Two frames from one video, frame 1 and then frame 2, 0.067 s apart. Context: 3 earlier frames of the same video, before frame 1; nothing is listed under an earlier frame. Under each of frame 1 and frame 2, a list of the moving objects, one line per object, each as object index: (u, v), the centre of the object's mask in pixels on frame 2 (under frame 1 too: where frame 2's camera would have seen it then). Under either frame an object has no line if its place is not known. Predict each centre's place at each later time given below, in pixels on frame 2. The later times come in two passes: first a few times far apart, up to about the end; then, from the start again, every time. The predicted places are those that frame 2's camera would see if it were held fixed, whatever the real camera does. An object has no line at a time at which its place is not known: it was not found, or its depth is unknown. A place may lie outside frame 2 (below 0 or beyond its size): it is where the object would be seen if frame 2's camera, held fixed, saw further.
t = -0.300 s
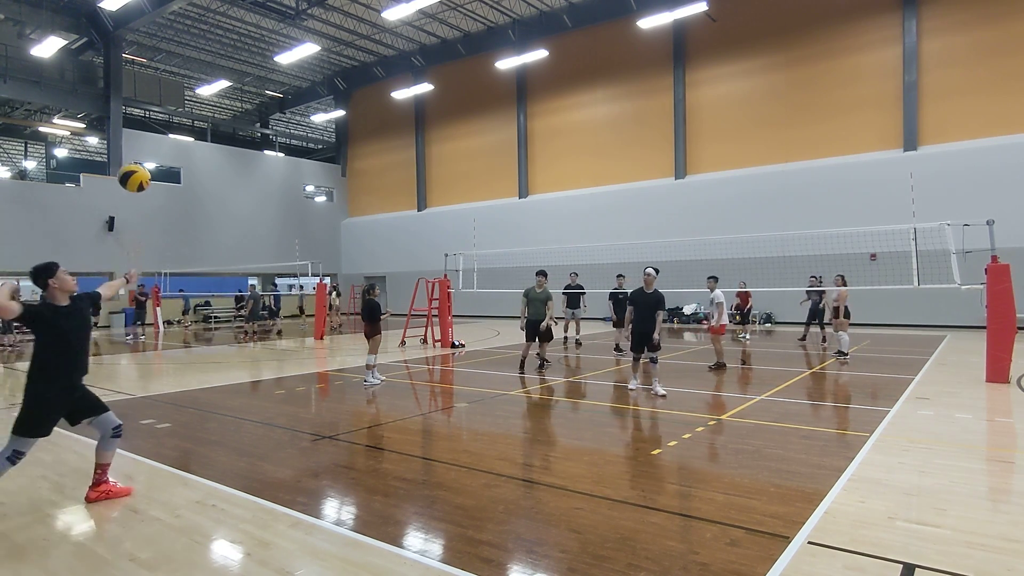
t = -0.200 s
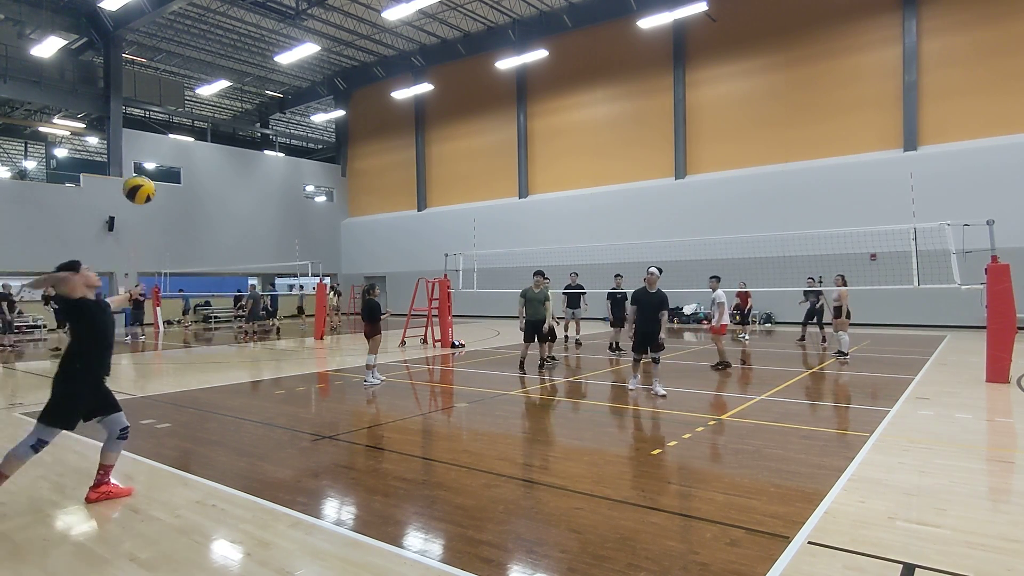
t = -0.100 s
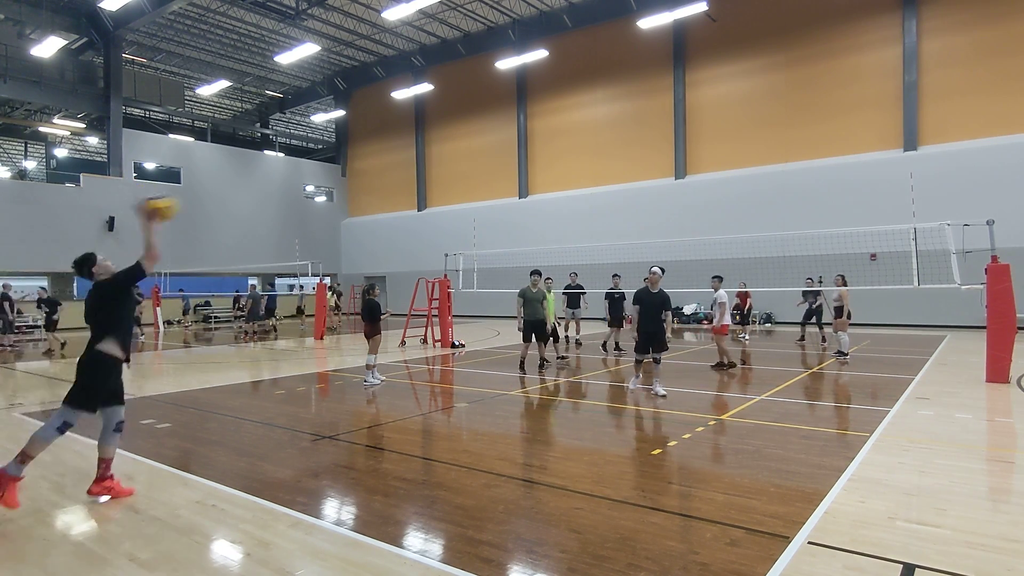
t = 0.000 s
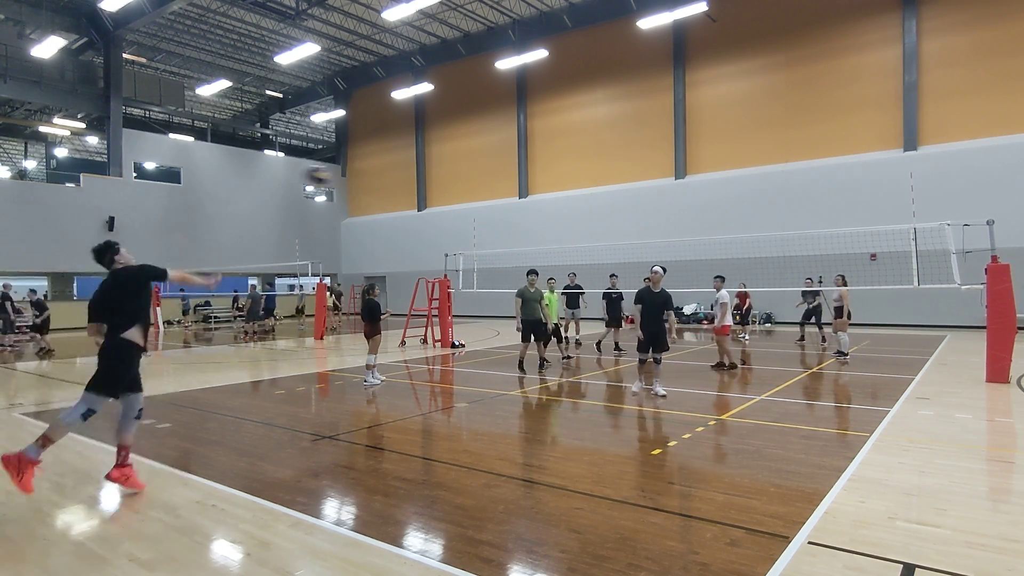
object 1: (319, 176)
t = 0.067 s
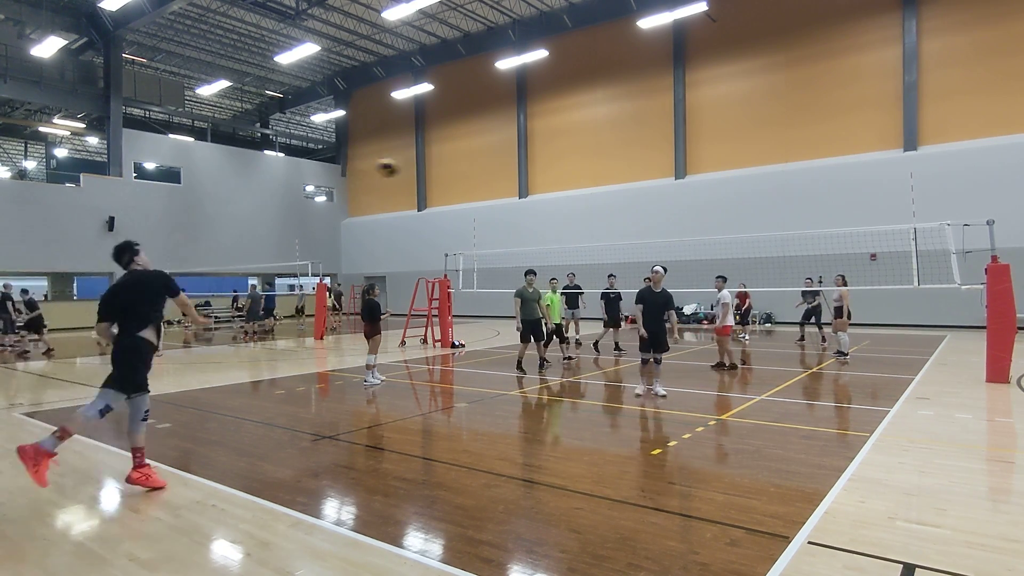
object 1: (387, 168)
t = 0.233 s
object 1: (508, 165)
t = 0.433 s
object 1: (592, 185)
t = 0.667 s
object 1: (653, 219)
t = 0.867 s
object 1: (688, 256)
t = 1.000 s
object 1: (705, 284)
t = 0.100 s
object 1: (417, 165)
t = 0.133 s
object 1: (443, 164)
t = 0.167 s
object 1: (468, 163)
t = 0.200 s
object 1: (488, 163)
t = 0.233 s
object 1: (508, 165)
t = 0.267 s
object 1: (524, 166)
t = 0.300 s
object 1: (541, 169)
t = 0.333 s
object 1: (556, 173)
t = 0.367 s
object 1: (569, 176)
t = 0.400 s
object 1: (581, 181)
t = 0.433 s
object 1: (592, 185)
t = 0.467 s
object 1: (602, 188)
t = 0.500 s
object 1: (613, 193)
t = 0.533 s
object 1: (621, 197)
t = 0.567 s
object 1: (630, 202)
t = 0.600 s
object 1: (639, 208)
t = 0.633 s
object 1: (646, 214)
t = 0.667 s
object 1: (653, 219)
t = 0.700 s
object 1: (660, 225)
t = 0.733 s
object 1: (667, 231)
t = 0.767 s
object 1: (673, 236)
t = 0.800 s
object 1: (679, 244)
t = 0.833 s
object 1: (684, 250)
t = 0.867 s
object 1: (688, 256)
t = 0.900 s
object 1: (693, 263)
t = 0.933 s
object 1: (697, 270)
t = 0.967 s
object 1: (701, 277)
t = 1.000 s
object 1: (705, 284)
